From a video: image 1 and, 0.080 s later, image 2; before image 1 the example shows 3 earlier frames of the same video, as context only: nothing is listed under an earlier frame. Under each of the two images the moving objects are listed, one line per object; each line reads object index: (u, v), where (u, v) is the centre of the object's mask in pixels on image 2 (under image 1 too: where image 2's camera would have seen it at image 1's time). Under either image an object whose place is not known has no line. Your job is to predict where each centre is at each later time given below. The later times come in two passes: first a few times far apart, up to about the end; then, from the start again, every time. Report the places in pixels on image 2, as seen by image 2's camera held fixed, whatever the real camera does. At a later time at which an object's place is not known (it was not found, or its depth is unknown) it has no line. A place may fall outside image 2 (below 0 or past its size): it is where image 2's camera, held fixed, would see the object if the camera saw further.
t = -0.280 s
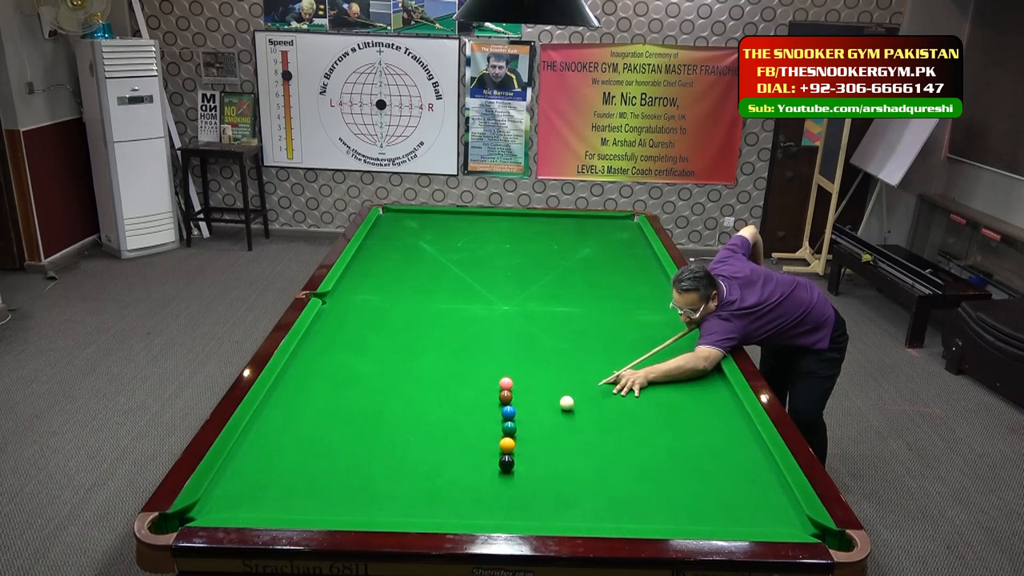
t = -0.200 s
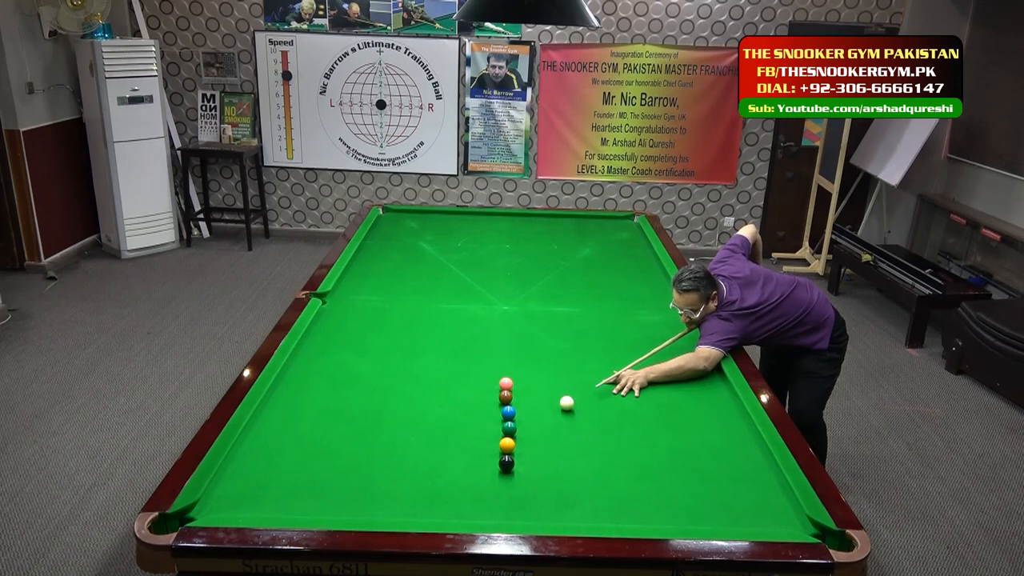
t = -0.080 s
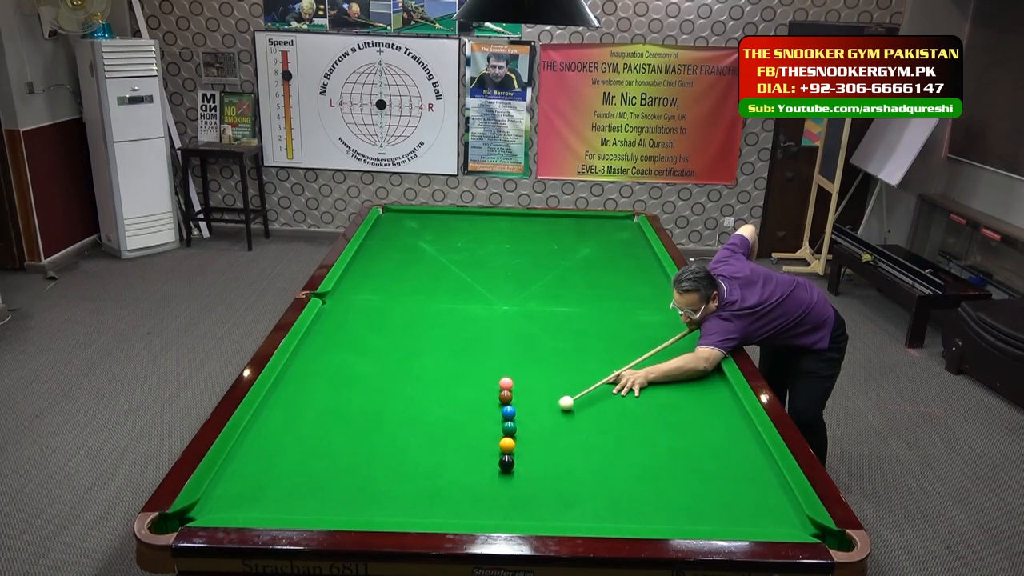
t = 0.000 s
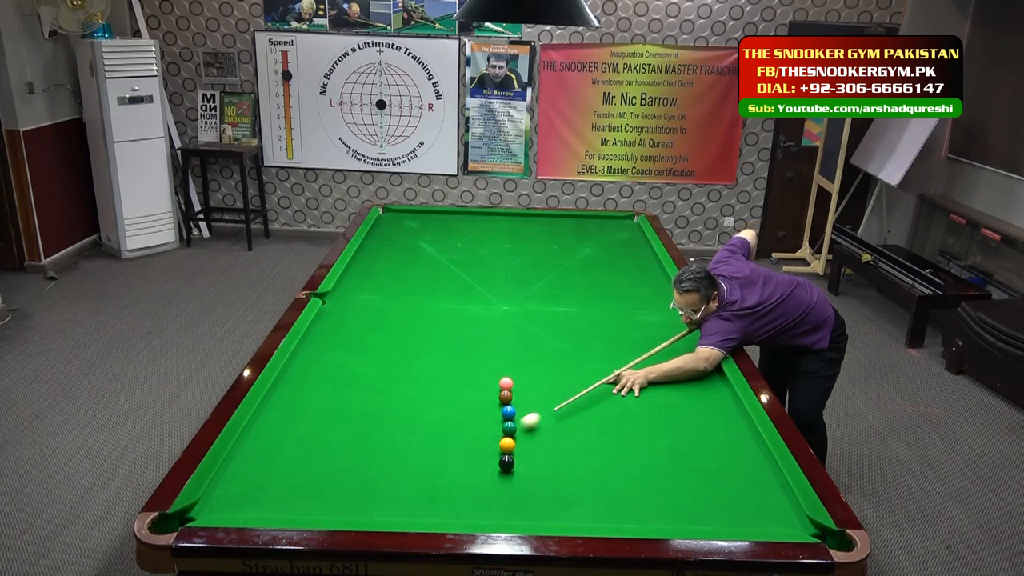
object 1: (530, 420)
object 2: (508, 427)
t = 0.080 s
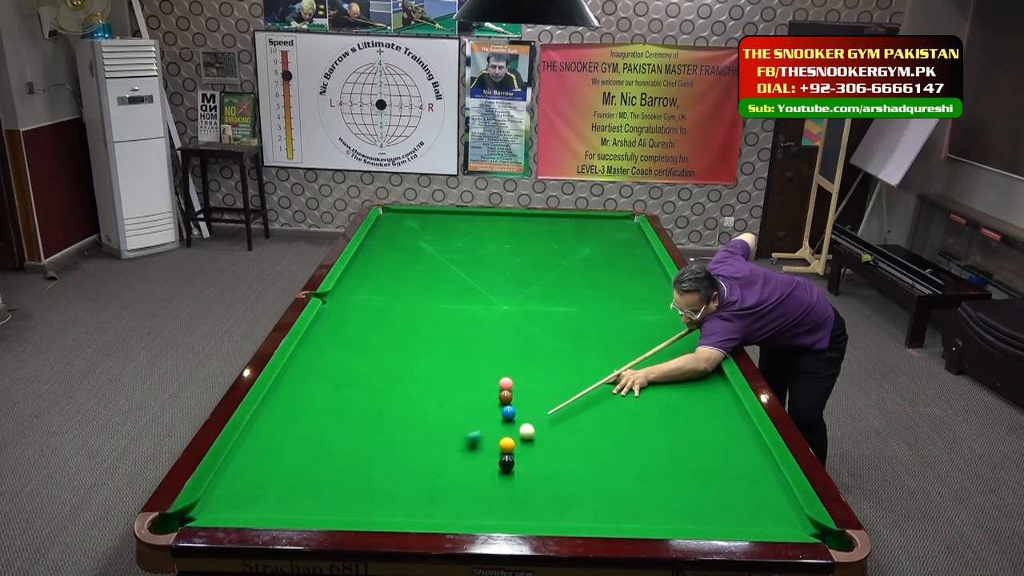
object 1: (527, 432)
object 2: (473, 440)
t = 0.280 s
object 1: (534, 449)
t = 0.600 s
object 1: (547, 479)
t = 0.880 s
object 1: (559, 507)
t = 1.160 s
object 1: (569, 511)
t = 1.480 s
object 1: (576, 491)
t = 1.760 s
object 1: (582, 477)
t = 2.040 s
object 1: (587, 465)
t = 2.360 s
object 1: (591, 453)
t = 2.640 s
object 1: (595, 445)
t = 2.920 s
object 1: (598, 439)
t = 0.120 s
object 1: (528, 435)
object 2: (451, 446)
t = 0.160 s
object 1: (530, 438)
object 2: (430, 452)
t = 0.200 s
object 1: (531, 442)
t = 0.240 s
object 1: (533, 446)
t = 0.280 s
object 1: (534, 449)
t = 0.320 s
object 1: (536, 453)
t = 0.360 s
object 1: (538, 457)
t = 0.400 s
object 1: (539, 460)
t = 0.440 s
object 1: (541, 464)
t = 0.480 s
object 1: (542, 468)
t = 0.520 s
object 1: (544, 472)
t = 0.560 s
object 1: (545, 476)
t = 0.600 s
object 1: (547, 479)
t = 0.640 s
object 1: (549, 483)
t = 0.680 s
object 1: (550, 487)
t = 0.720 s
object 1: (552, 491)
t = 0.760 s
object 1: (554, 495)
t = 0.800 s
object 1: (556, 500)
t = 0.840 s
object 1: (557, 503)
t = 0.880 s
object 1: (559, 507)
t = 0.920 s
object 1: (561, 512)
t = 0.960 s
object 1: (563, 514)
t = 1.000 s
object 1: (564, 517)
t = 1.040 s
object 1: (566, 516)
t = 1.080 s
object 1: (567, 514)
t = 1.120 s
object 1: (568, 513)
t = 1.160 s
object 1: (569, 511)
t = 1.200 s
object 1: (570, 508)
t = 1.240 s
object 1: (571, 505)
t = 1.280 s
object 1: (572, 503)
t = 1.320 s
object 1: (573, 501)
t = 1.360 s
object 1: (574, 498)
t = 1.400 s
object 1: (574, 496)
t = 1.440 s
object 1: (575, 493)
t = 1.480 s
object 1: (576, 491)
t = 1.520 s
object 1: (577, 489)
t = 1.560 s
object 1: (578, 487)
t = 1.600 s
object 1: (579, 485)
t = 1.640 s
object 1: (580, 483)
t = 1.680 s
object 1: (580, 481)
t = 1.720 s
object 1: (581, 479)
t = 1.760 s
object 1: (582, 477)
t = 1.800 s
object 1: (583, 475)
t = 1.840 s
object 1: (583, 473)
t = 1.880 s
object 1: (584, 472)
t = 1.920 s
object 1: (585, 470)
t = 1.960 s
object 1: (585, 468)
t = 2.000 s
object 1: (586, 466)
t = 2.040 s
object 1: (587, 465)
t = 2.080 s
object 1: (587, 463)
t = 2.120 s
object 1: (588, 462)
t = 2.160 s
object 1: (589, 460)
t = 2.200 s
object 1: (589, 459)
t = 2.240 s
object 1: (590, 457)
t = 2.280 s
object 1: (590, 456)
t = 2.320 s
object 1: (591, 455)
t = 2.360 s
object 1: (591, 453)
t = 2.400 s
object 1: (592, 452)
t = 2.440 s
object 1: (593, 451)
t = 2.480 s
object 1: (593, 450)
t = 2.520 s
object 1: (594, 448)
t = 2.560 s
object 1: (594, 447)
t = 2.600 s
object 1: (595, 446)
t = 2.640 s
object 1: (595, 445)
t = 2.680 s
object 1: (596, 444)
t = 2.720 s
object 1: (596, 443)
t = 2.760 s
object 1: (597, 442)
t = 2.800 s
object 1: (597, 441)
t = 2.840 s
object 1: (598, 440)
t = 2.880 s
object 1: (598, 439)
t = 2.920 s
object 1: (598, 439)
